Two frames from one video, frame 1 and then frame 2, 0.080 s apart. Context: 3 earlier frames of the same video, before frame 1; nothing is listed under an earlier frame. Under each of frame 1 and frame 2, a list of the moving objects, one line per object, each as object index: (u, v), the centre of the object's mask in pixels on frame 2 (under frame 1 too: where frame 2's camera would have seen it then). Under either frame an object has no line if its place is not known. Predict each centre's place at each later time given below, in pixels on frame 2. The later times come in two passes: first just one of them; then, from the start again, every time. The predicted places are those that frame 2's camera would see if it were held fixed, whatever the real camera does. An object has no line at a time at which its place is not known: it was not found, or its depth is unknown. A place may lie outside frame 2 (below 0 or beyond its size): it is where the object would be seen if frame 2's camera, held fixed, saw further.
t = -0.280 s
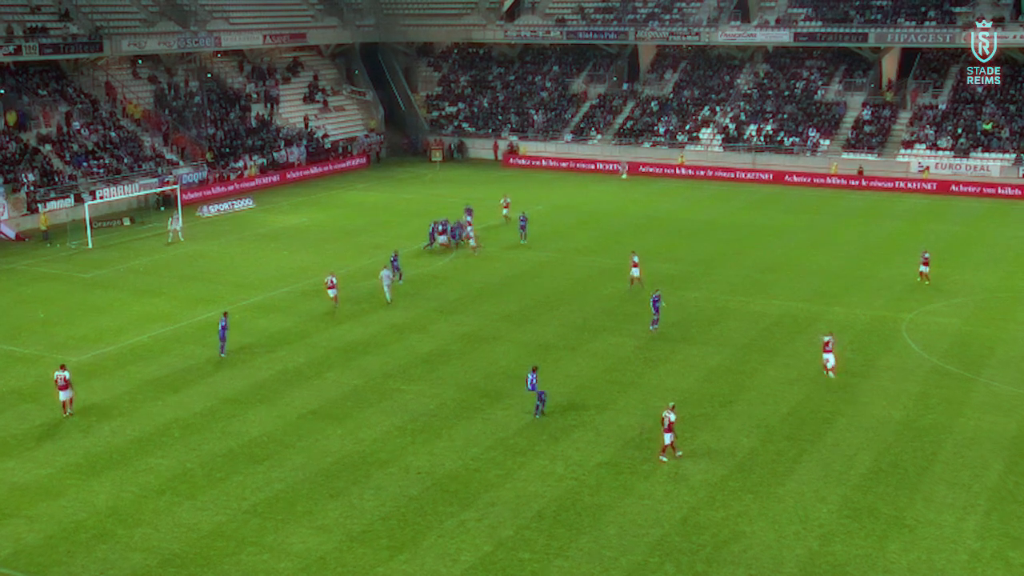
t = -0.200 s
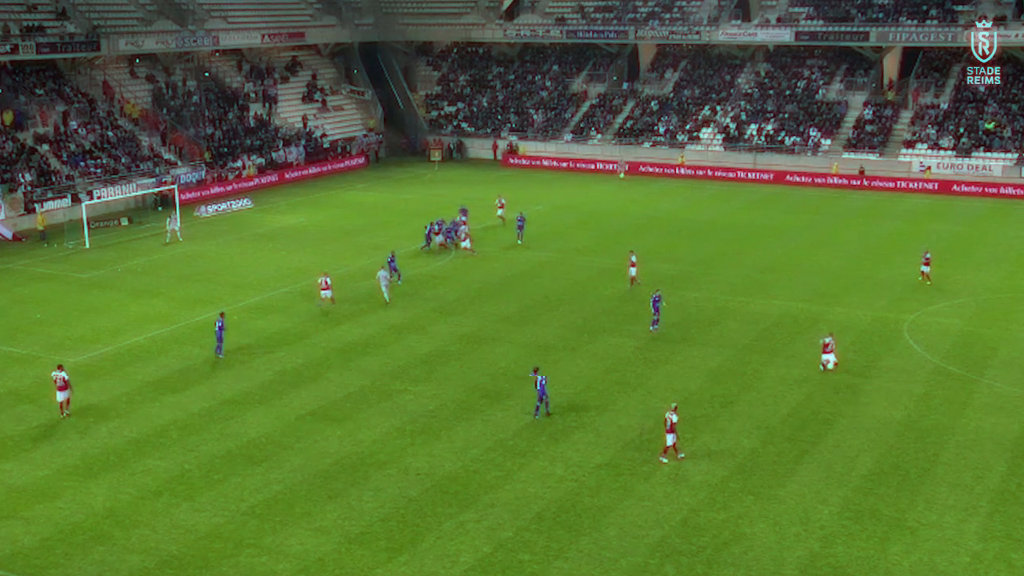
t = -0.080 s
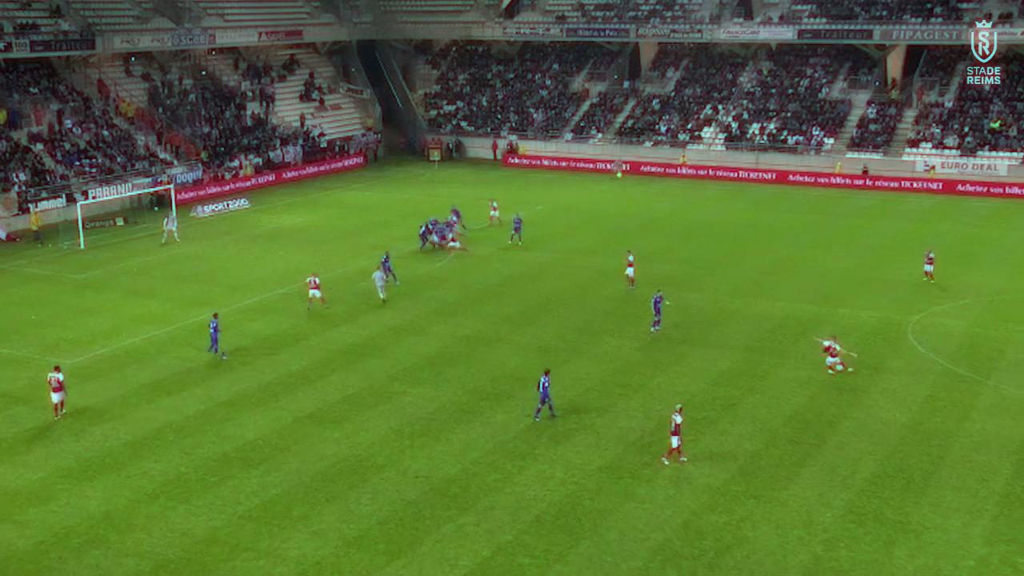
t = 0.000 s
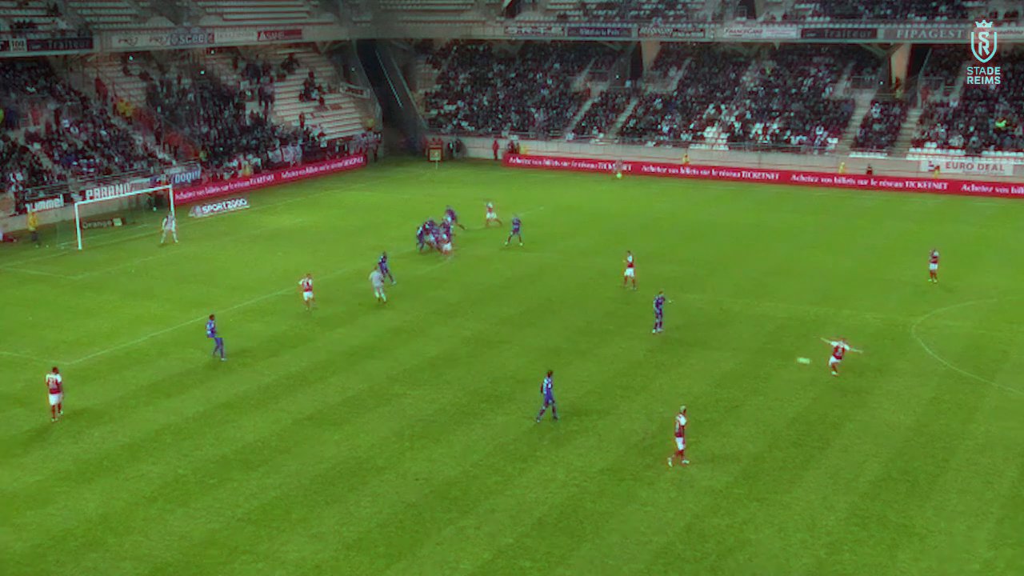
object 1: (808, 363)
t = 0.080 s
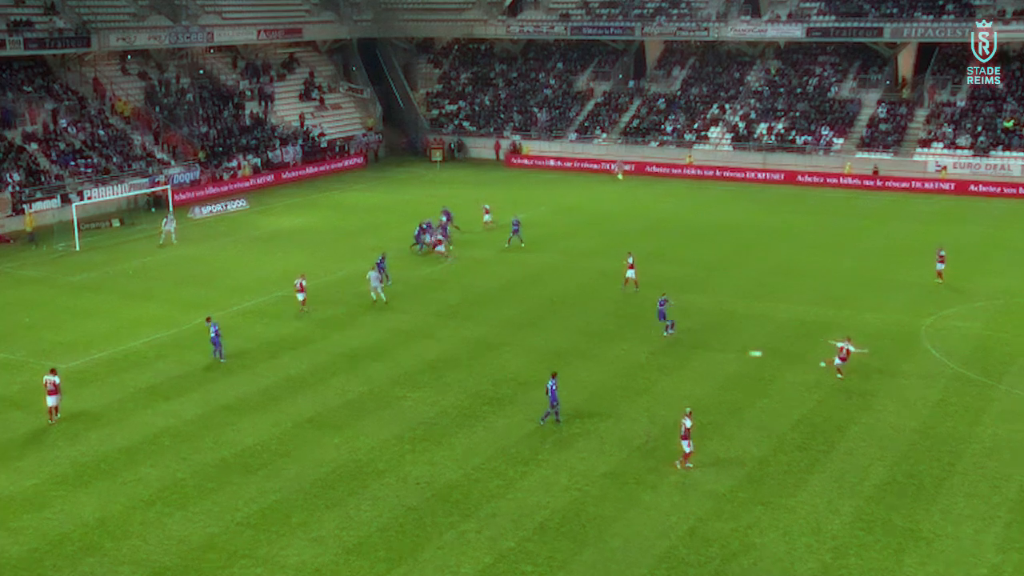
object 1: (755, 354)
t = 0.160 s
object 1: (705, 348)
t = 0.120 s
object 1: (729, 350)
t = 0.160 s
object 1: (705, 348)
